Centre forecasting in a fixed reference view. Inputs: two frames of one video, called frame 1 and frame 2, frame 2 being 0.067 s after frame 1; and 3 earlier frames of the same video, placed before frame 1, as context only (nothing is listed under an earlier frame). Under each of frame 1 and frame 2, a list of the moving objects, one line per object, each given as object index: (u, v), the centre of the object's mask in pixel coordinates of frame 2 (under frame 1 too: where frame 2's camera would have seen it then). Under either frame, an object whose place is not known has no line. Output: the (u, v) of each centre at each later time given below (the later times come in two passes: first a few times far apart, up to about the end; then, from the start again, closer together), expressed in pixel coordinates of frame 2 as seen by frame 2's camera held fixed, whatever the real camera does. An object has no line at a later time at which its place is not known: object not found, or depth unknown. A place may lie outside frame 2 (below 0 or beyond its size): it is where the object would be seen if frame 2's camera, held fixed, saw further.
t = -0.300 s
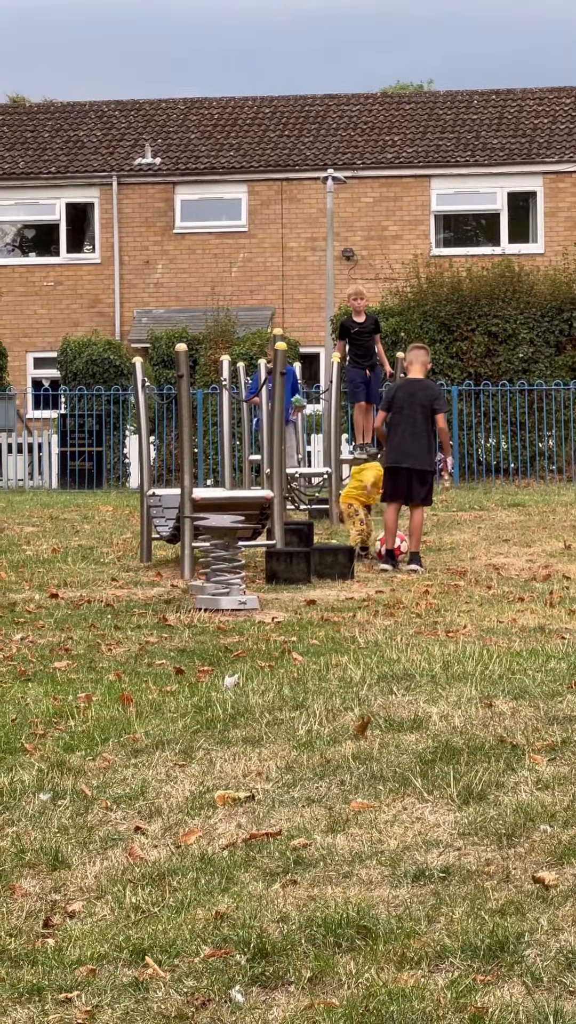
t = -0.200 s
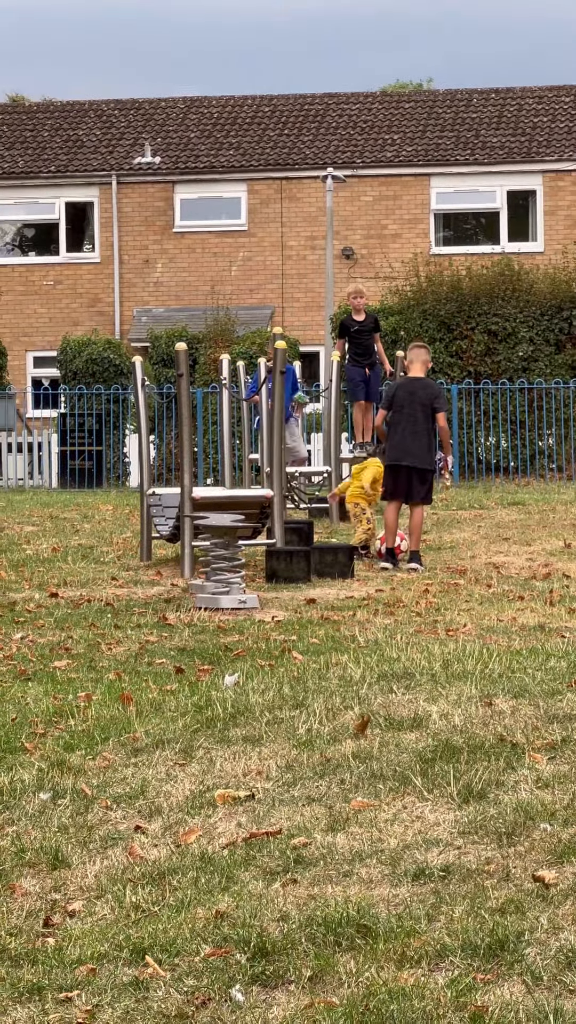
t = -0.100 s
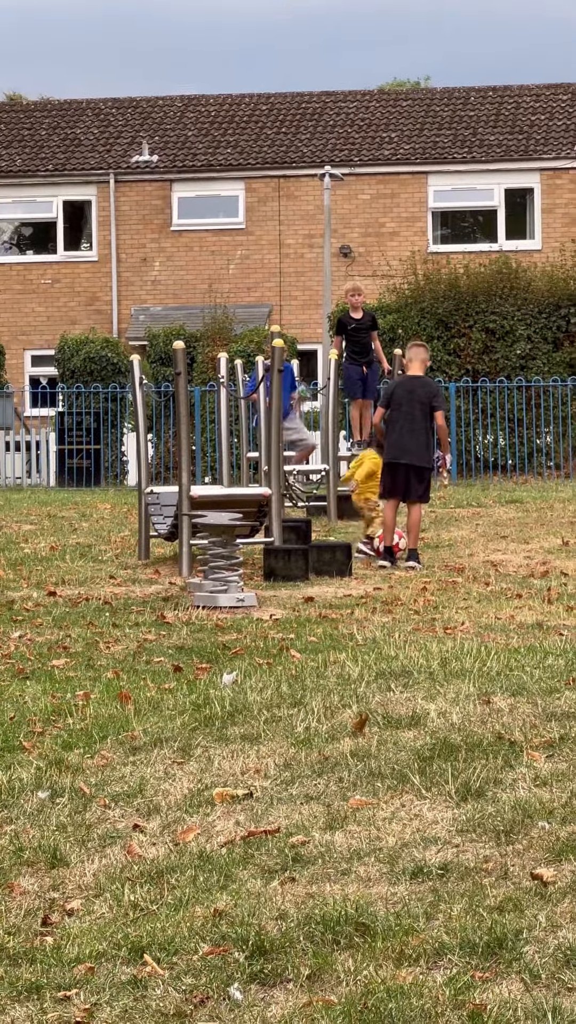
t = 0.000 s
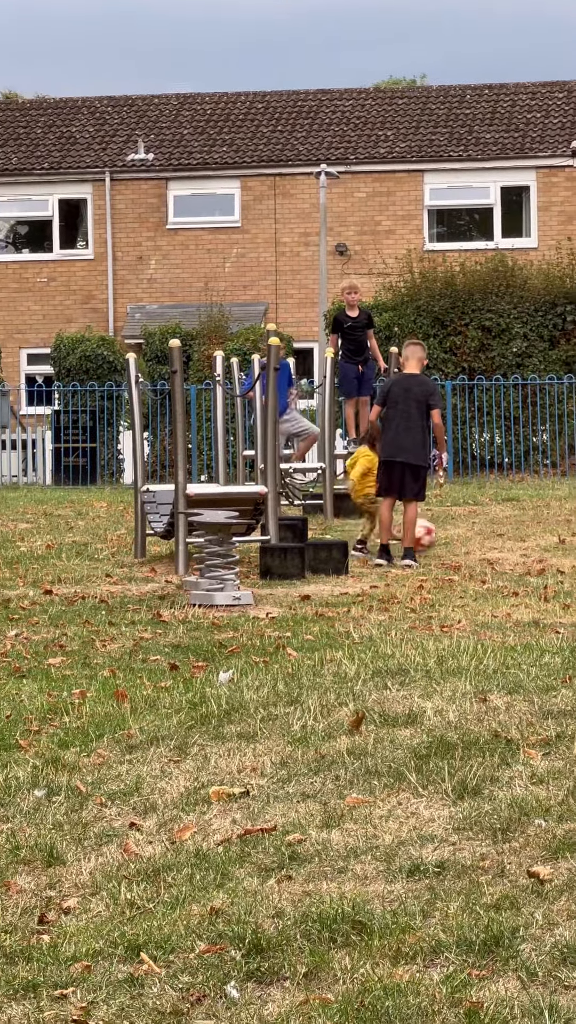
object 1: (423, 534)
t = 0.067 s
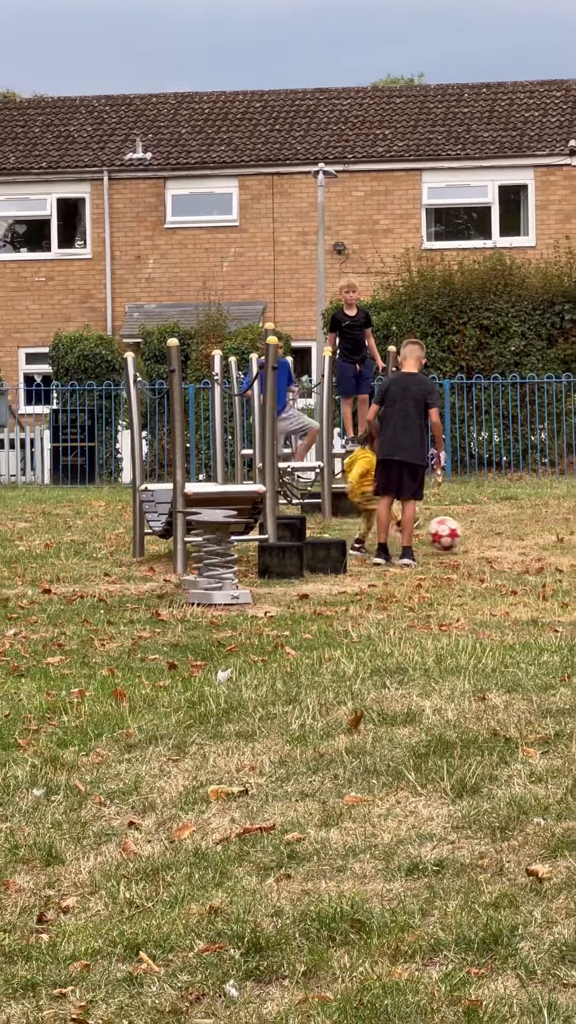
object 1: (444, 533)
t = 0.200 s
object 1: (490, 535)
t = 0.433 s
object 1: (554, 535)
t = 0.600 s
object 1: (598, 535)
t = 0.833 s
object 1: (657, 531)
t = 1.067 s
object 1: (716, 529)
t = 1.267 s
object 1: (761, 524)
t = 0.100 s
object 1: (459, 536)
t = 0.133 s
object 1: (470, 538)
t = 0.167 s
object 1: (481, 536)
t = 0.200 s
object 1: (490, 535)
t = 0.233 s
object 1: (499, 536)
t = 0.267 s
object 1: (509, 537)
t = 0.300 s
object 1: (518, 536)
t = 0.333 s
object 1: (526, 535)
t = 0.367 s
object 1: (536, 536)
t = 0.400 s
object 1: (545, 536)
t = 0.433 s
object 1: (554, 535)
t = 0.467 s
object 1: (564, 534)
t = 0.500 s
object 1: (572, 535)
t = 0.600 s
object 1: (598, 535)
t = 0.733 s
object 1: (631, 532)
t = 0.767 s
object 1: (640, 533)
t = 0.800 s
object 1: (649, 531)
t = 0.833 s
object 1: (657, 531)
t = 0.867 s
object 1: (666, 531)
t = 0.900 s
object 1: (676, 531)
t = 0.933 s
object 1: (684, 530)
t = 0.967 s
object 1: (691, 530)
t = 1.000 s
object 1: (701, 529)
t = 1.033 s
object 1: (708, 529)
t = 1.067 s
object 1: (716, 529)
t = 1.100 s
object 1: (724, 529)
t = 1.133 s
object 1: (731, 528)
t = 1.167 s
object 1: (739, 526)
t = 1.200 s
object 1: (746, 526)
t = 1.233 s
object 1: (753, 526)
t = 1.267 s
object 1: (761, 524)
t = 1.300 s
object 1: (768, 524)
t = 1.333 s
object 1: (774, 524)
